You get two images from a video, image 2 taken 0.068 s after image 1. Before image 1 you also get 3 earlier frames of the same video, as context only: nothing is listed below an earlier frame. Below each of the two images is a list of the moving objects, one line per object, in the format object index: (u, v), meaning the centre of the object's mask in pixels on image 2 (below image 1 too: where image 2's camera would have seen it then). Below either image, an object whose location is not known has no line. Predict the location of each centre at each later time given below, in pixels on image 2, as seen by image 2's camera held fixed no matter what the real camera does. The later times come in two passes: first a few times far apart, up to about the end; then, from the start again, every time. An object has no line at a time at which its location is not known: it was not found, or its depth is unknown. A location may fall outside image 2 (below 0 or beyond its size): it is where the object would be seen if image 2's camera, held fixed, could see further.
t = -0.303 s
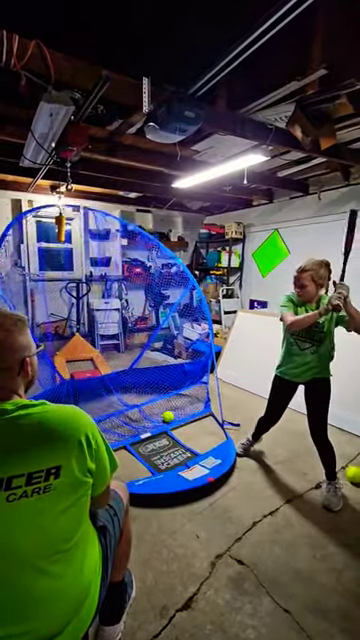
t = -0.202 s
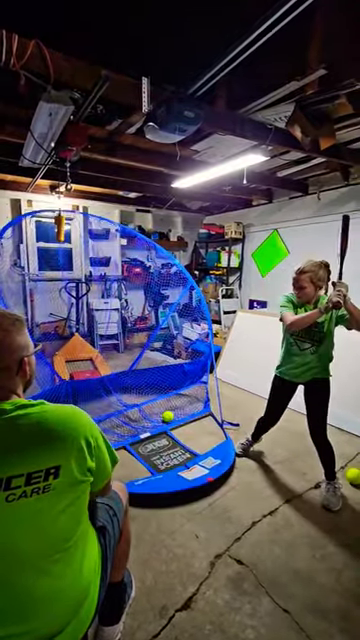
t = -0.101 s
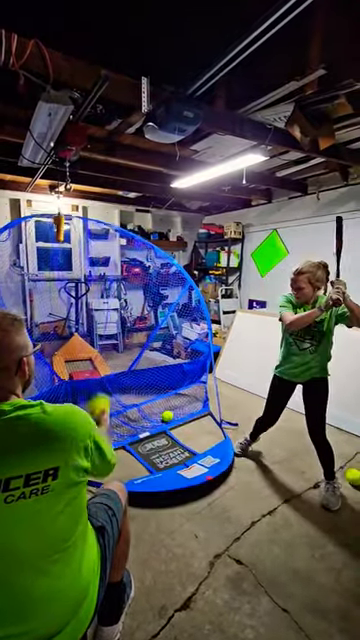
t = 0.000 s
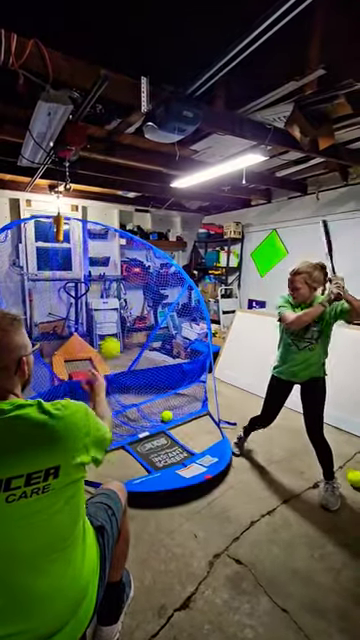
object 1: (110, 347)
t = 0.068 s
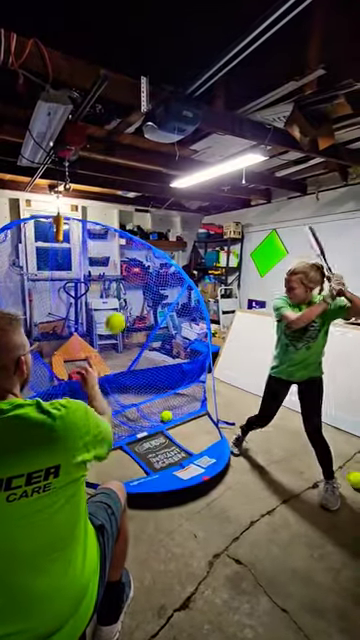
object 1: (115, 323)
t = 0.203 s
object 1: (126, 302)
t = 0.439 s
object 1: (142, 339)
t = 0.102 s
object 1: (118, 314)
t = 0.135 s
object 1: (121, 308)
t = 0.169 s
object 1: (123, 304)
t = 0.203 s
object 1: (126, 302)
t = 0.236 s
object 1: (126, 302)
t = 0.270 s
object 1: (130, 304)
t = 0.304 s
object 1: (132, 307)
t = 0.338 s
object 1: (136, 312)
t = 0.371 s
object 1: (137, 321)
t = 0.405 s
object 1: (141, 329)
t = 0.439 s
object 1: (142, 339)
